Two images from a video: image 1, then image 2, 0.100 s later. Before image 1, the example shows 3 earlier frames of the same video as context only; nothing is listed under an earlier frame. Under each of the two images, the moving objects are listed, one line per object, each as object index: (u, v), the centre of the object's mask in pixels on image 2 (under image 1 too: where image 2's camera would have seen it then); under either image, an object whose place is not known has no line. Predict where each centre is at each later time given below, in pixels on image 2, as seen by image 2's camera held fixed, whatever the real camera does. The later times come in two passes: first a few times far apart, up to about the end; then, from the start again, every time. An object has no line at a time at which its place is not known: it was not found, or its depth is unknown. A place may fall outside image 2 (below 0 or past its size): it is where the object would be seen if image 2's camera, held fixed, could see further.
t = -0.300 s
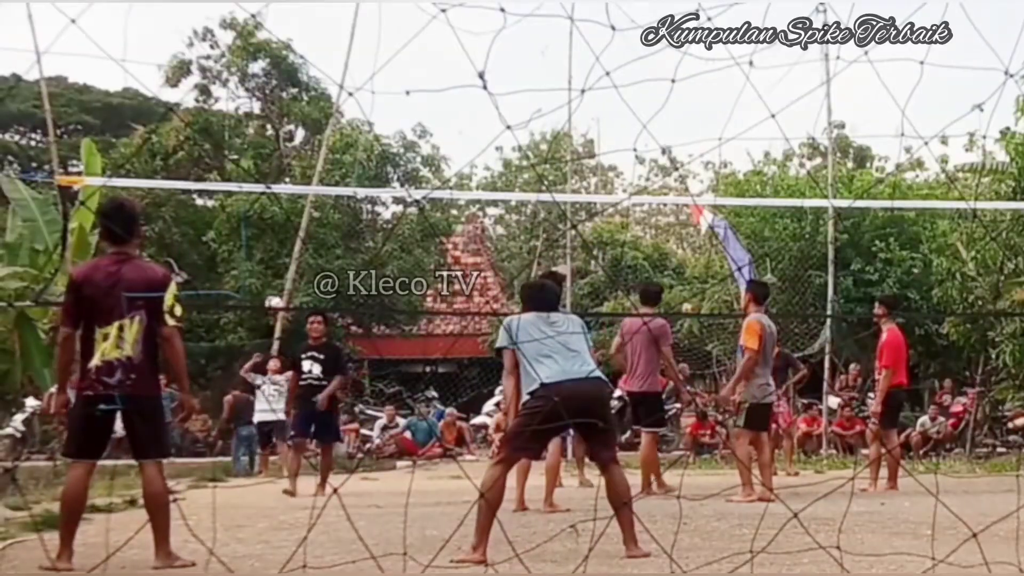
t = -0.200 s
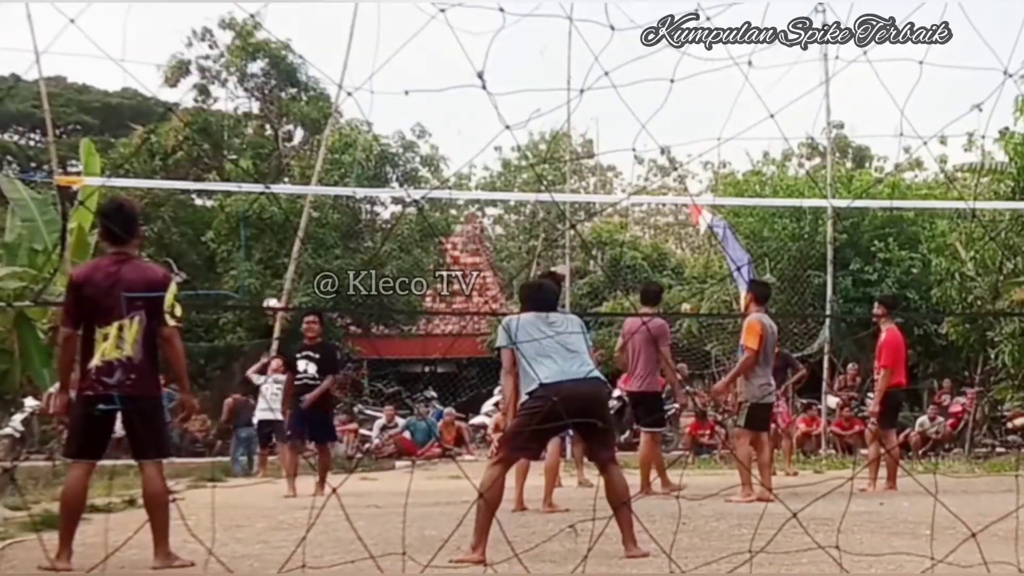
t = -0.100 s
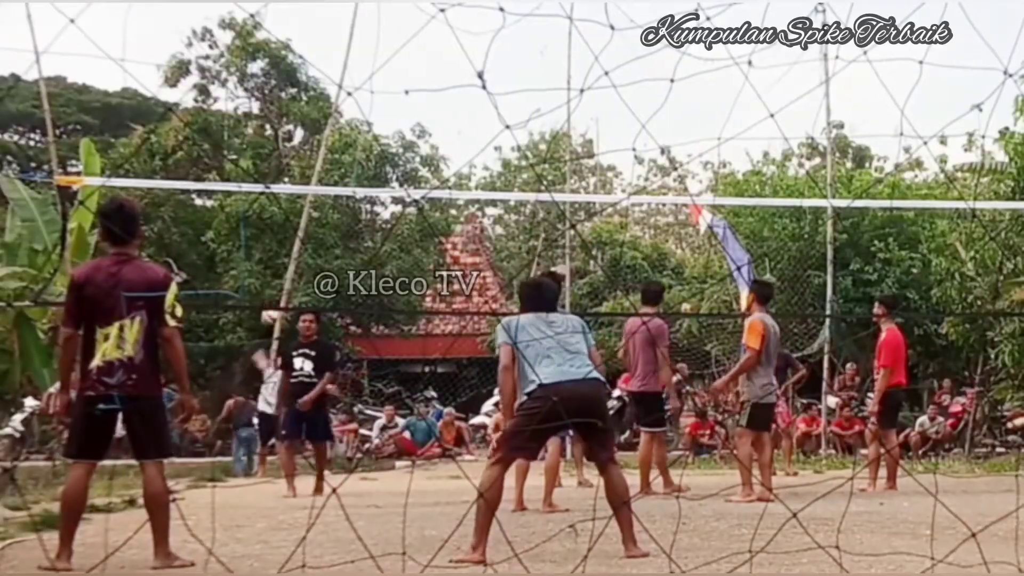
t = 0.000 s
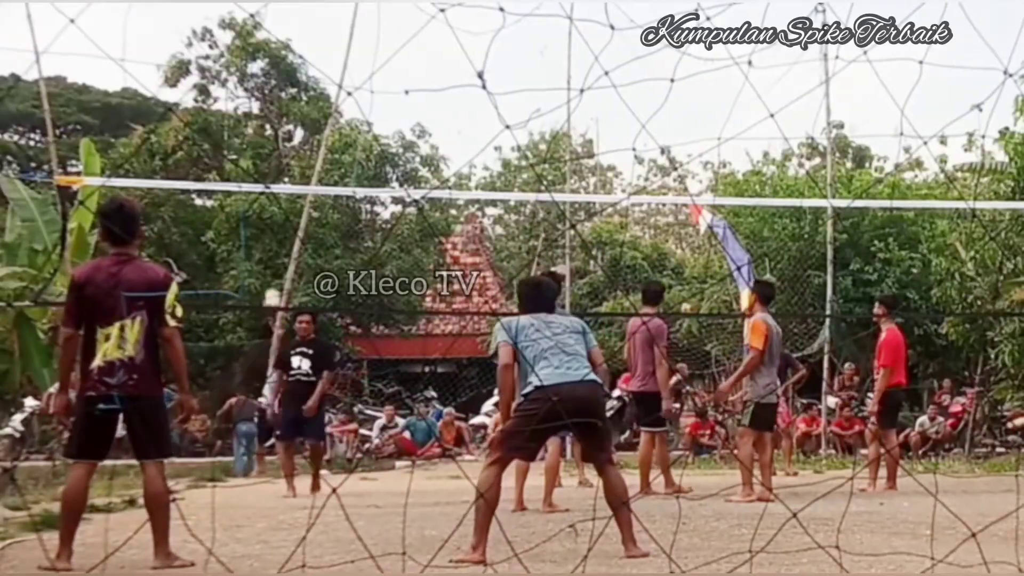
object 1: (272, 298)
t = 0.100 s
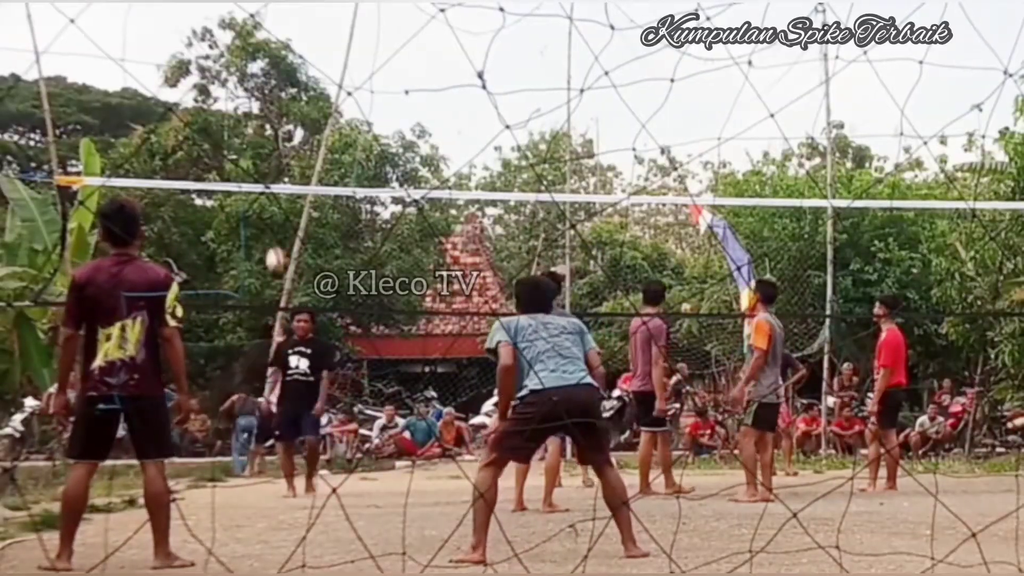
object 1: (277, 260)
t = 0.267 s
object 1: (281, 203)
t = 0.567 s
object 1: (299, 171)
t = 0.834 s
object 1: (326, 210)
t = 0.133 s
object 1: (277, 247)
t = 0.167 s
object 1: (278, 234)
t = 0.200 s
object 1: (279, 224)
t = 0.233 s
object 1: (281, 214)
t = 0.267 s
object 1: (281, 203)
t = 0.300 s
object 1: (283, 198)
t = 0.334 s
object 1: (285, 181)
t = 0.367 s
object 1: (286, 178)
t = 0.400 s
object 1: (288, 175)
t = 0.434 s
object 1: (290, 173)
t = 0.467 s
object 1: (292, 171)
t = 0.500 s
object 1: (294, 170)
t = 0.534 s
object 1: (296, 171)
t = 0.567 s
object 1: (299, 171)
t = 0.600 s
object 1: (302, 173)
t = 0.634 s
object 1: (307, 176)
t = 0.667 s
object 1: (310, 178)
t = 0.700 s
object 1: (313, 181)
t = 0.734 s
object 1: (316, 184)
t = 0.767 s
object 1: (319, 190)
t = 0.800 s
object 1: (323, 199)
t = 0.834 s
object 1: (326, 210)
